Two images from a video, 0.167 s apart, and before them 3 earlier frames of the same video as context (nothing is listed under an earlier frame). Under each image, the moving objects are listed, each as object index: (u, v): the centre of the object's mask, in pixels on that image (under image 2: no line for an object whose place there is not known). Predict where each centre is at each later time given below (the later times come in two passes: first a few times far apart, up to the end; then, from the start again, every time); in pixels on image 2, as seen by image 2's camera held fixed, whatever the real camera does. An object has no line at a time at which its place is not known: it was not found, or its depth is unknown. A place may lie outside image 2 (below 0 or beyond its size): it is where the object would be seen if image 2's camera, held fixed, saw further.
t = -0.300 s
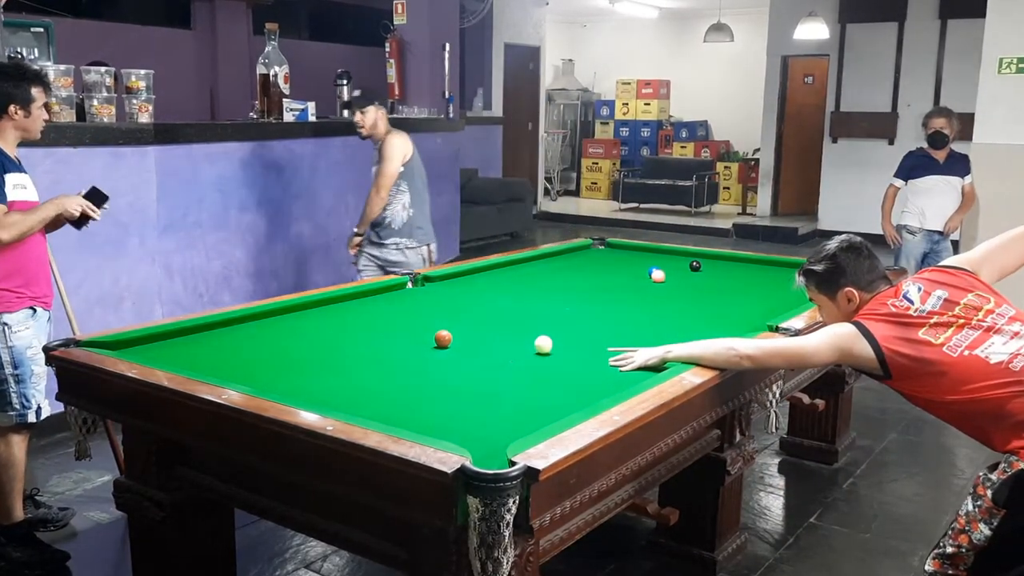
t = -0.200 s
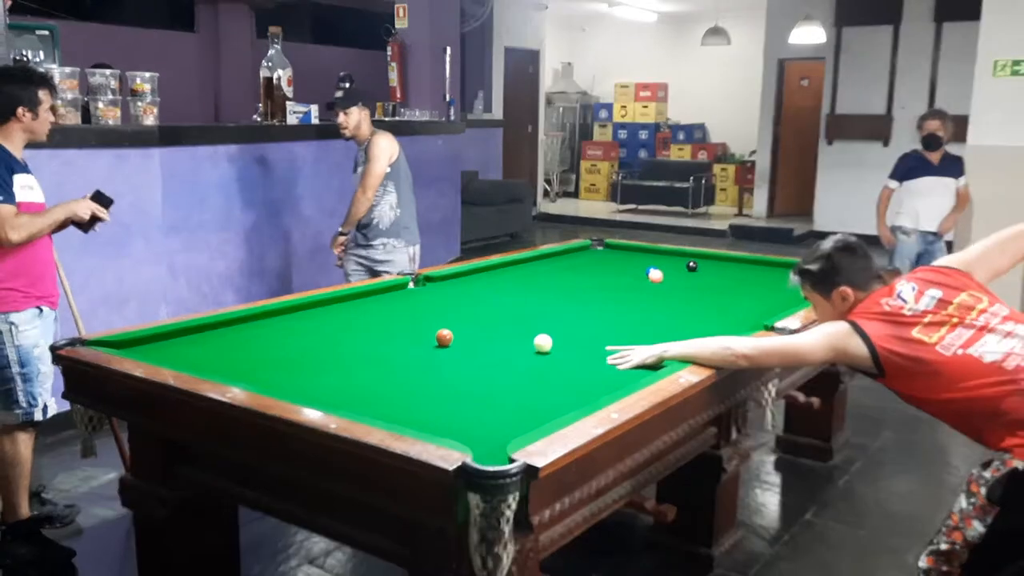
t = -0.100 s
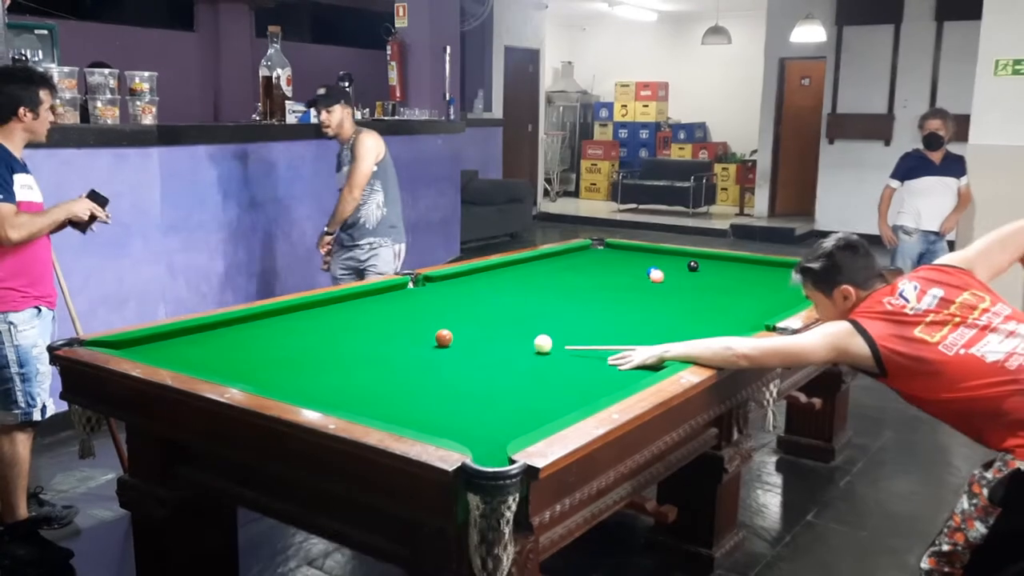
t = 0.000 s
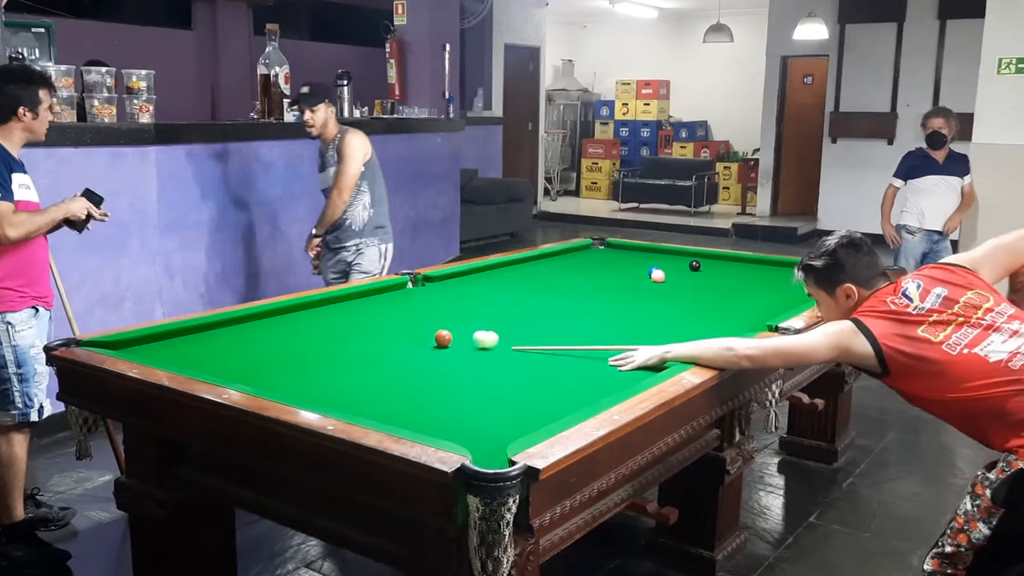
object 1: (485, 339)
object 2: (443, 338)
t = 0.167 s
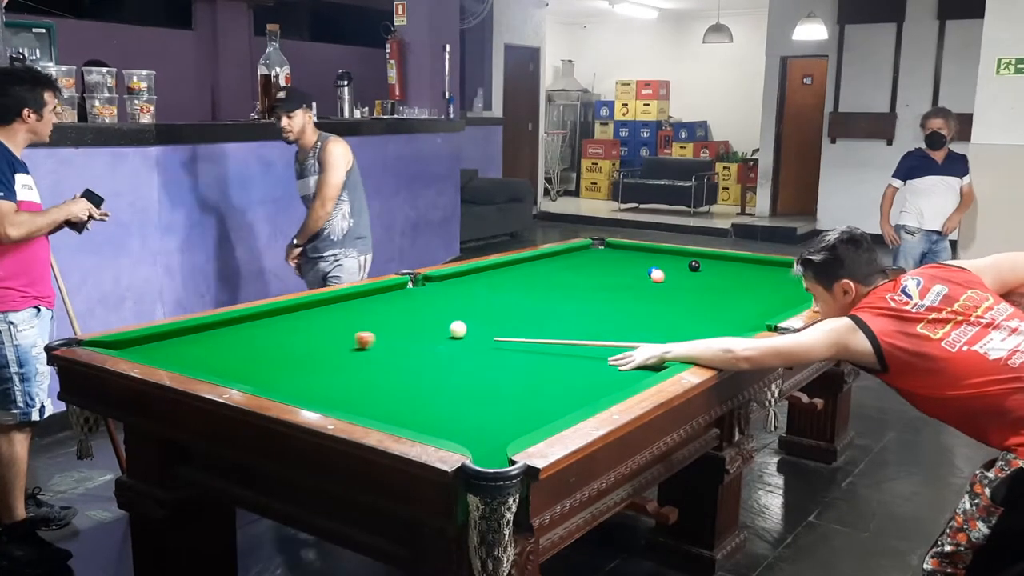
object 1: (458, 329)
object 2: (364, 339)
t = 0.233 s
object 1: (460, 326)
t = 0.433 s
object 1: (471, 319)
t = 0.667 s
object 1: (483, 312)
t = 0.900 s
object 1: (494, 306)
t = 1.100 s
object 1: (502, 301)
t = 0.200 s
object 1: (458, 327)
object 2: (346, 339)
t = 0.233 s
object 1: (460, 326)
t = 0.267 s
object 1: (461, 325)
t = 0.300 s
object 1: (463, 324)
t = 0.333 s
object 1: (465, 322)
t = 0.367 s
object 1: (467, 321)
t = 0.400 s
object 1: (469, 320)
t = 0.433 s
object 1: (471, 319)
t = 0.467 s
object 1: (473, 318)
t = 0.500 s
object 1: (475, 317)
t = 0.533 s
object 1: (477, 316)
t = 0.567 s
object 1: (478, 315)
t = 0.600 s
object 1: (480, 314)
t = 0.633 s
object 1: (482, 313)
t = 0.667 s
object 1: (483, 312)
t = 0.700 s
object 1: (485, 311)
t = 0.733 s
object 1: (486, 310)
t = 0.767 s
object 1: (488, 309)
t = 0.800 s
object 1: (490, 309)
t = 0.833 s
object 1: (491, 308)
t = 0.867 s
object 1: (492, 307)
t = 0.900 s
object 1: (494, 306)
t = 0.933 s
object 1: (495, 305)
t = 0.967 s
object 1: (497, 304)
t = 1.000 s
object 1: (498, 304)
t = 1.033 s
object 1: (499, 303)
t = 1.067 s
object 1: (501, 302)
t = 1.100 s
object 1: (502, 301)
